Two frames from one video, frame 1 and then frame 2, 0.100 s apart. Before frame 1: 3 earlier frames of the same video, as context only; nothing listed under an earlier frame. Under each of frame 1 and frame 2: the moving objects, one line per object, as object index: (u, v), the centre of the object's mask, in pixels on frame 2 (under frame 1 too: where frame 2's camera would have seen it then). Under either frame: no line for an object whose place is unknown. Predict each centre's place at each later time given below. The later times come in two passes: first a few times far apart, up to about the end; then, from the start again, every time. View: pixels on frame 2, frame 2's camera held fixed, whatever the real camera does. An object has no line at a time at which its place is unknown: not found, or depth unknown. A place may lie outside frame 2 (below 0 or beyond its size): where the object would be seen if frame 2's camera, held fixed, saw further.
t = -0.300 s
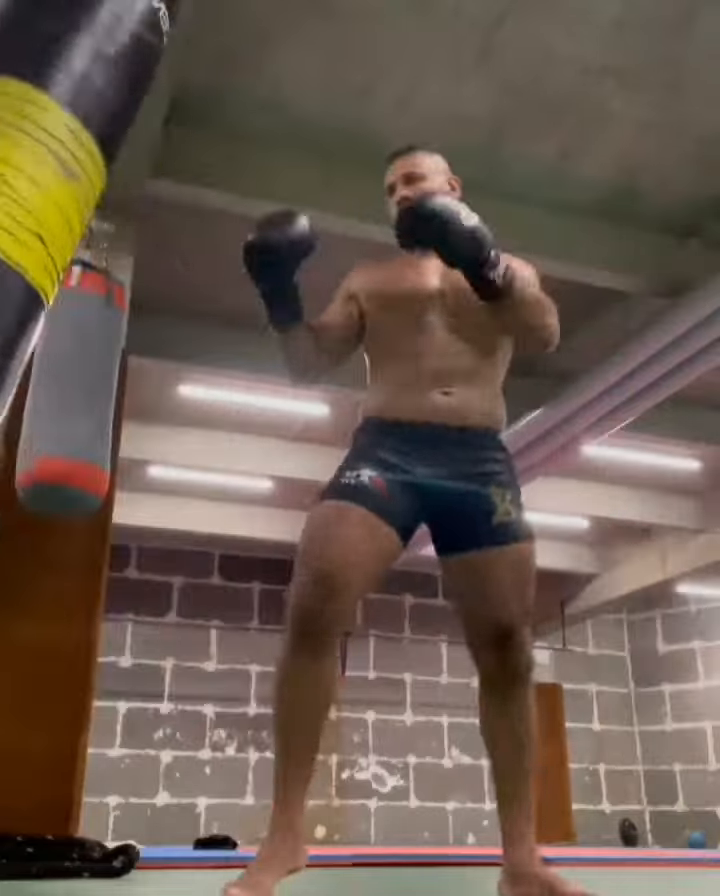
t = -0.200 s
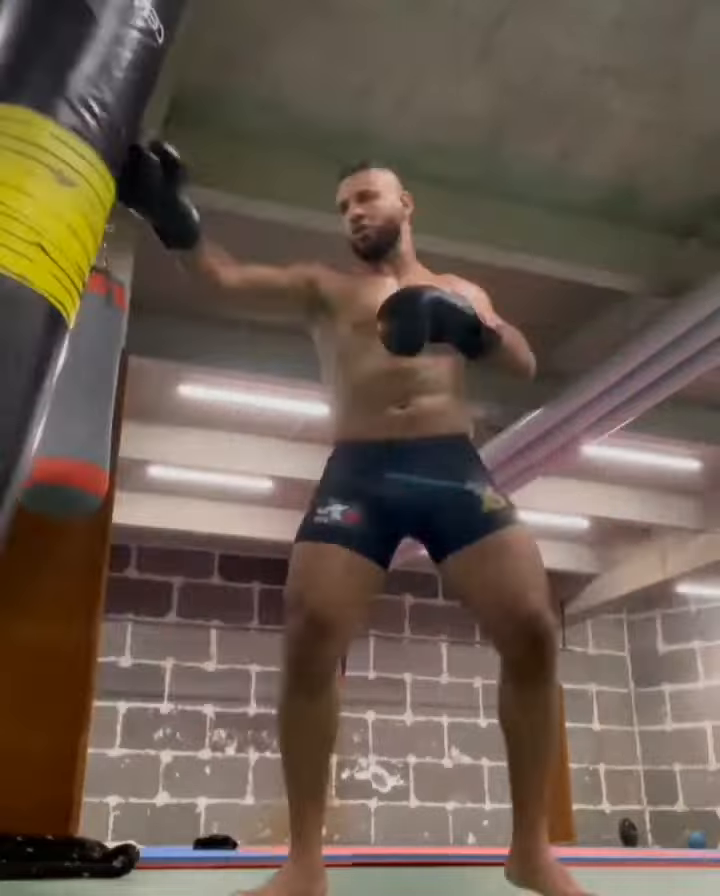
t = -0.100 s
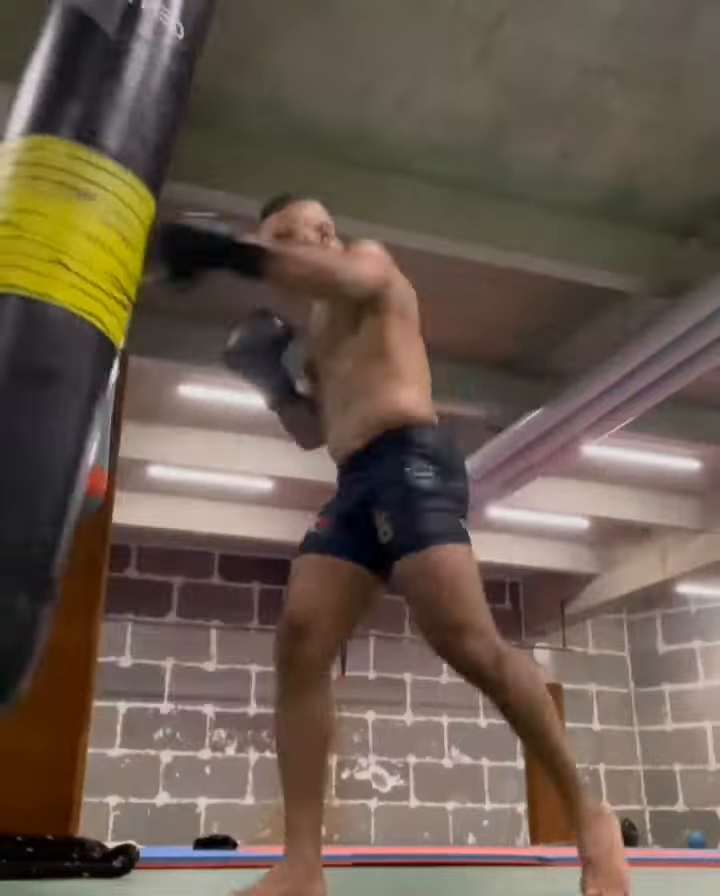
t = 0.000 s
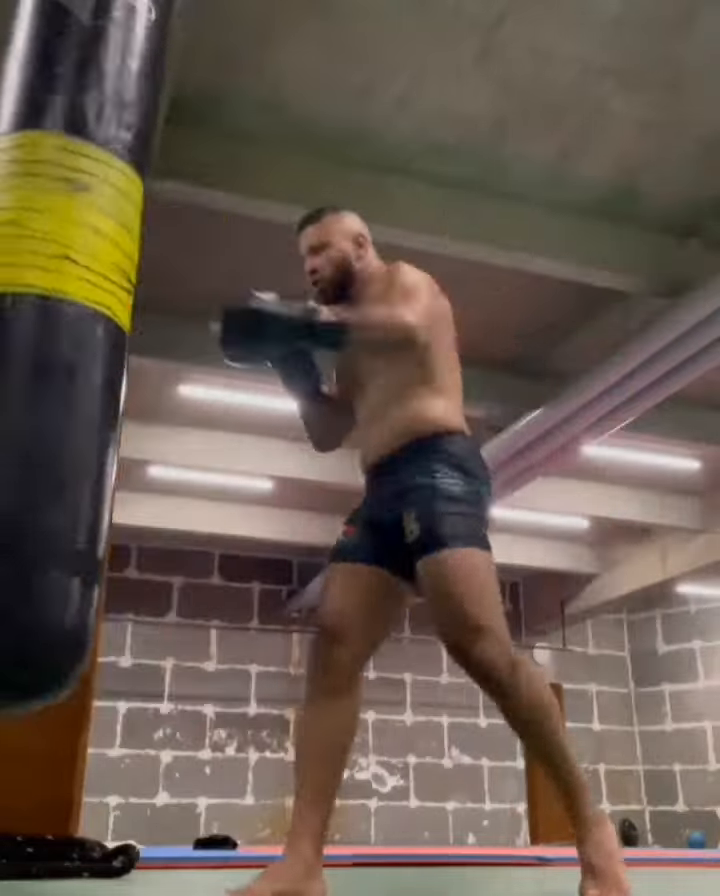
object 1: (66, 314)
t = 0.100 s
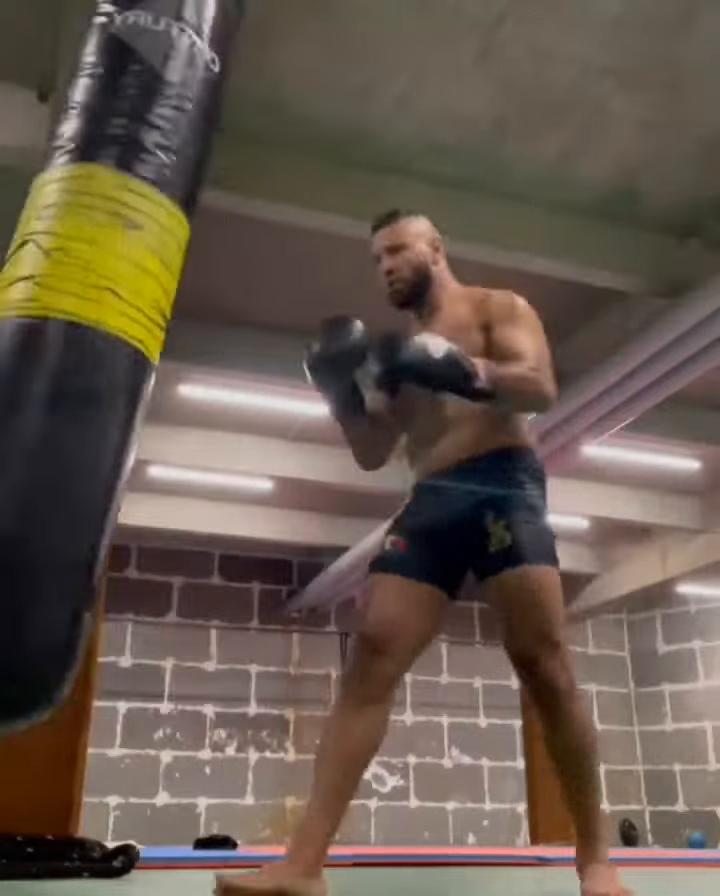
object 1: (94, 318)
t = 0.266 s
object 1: (132, 378)
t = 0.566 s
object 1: (245, 379)
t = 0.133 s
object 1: (99, 330)
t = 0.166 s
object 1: (104, 350)
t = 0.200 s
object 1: (105, 370)
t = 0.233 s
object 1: (115, 378)
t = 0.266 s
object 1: (132, 378)
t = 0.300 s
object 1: (149, 384)
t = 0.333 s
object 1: (166, 382)
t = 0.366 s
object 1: (182, 382)
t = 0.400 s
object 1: (197, 383)
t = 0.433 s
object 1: (209, 379)
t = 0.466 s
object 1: (221, 377)
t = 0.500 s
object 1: (232, 381)
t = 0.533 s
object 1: (239, 380)
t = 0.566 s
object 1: (245, 379)
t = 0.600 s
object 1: (247, 377)
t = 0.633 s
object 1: (247, 374)
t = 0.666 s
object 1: (245, 377)
